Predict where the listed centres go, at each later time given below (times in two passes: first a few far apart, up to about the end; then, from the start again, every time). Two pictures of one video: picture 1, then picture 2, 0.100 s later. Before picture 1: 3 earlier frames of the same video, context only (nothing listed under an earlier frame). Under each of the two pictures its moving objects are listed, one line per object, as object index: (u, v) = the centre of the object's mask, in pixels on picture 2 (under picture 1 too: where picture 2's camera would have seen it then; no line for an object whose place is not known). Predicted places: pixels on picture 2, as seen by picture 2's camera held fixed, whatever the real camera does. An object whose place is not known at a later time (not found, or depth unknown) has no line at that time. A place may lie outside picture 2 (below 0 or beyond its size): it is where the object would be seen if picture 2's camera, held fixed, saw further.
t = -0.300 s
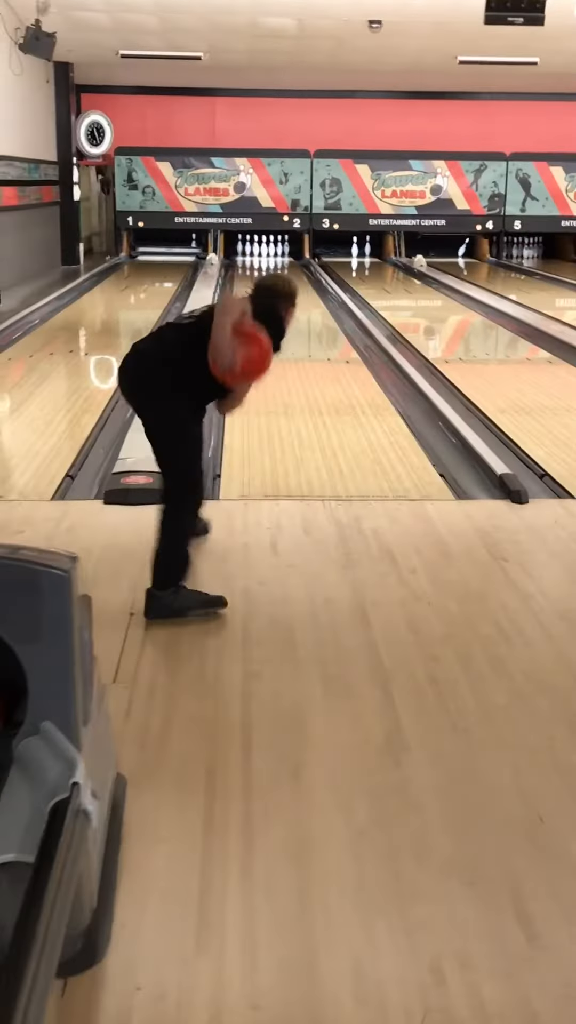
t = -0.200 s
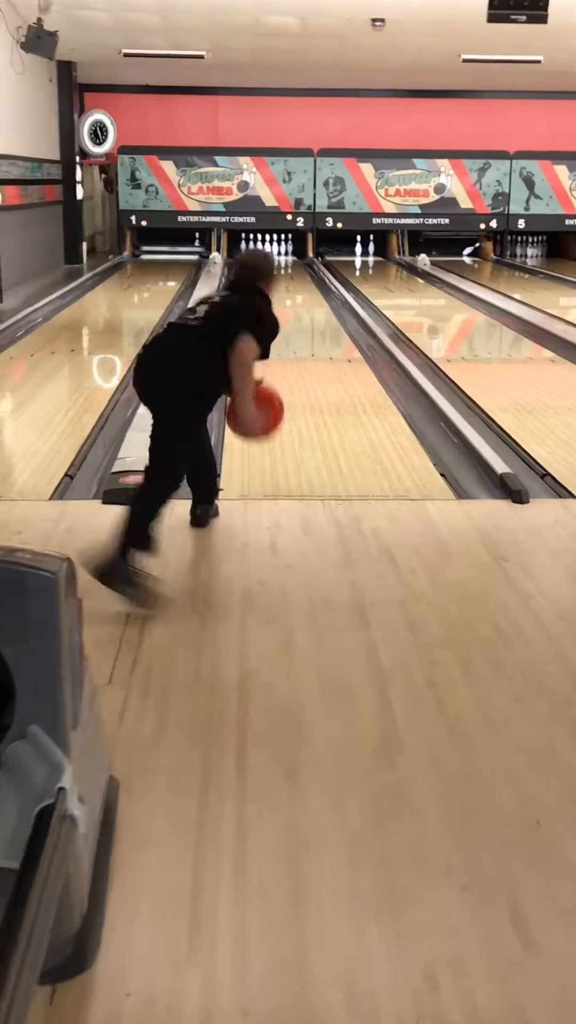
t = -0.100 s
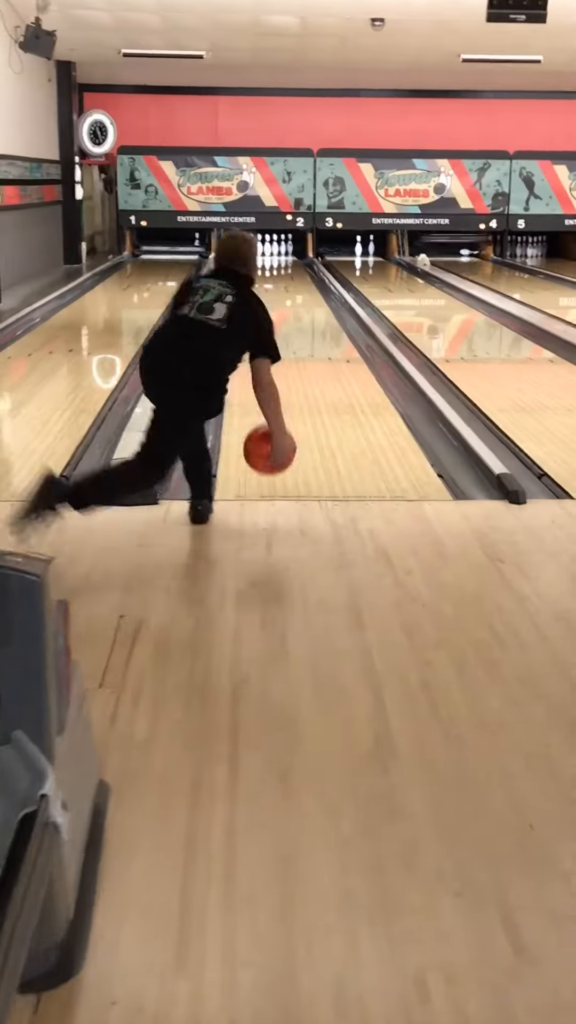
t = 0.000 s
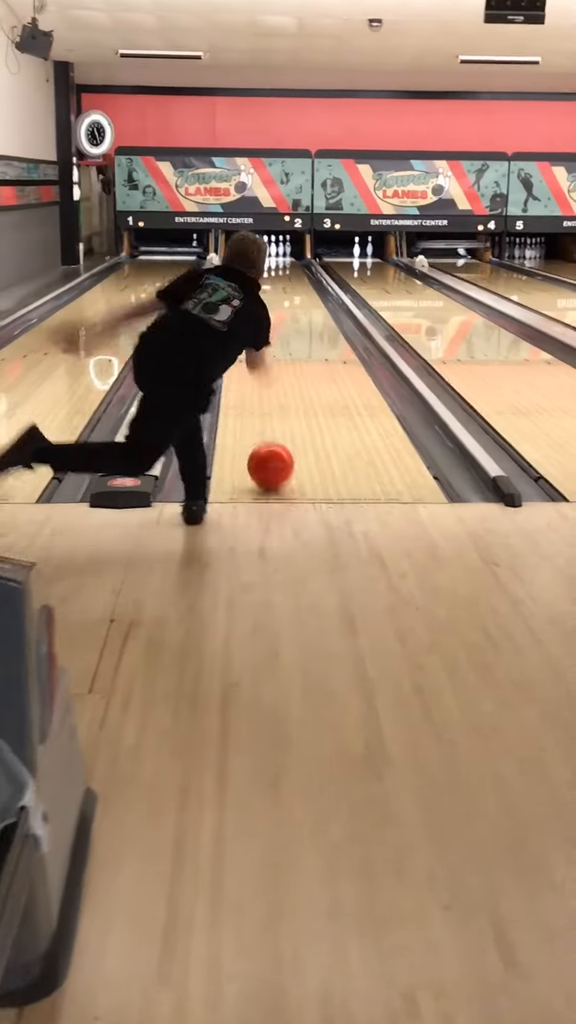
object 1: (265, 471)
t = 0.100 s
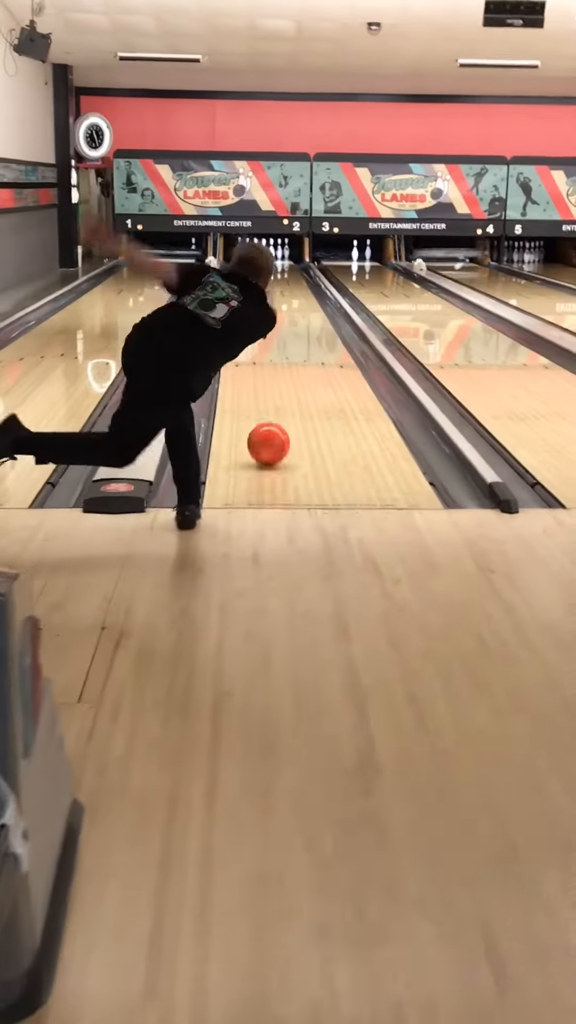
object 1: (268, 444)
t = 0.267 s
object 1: (272, 409)
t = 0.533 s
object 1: (277, 369)
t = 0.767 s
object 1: (279, 344)
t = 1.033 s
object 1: (279, 324)
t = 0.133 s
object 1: (269, 436)
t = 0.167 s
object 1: (270, 429)
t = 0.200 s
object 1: (271, 422)
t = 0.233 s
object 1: (272, 415)
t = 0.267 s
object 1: (272, 409)
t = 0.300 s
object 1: (273, 403)
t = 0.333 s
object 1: (273, 397)
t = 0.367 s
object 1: (274, 392)
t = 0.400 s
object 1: (271, 391)
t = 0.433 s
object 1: (281, 380)
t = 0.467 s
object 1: (276, 377)
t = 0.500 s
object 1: (276, 373)
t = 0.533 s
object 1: (277, 369)
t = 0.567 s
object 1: (277, 365)
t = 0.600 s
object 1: (277, 361)
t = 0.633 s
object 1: (277, 358)
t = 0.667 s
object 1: (278, 354)
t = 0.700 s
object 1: (278, 351)
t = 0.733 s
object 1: (278, 347)
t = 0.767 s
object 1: (279, 344)
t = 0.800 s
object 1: (279, 341)
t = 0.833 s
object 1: (279, 339)
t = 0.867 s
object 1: (279, 336)
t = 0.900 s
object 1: (279, 333)
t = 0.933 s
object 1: (279, 331)
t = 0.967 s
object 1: (280, 328)
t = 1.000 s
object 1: (279, 326)
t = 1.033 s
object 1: (279, 324)
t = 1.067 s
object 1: (280, 321)
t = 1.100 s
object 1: (280, 319)
